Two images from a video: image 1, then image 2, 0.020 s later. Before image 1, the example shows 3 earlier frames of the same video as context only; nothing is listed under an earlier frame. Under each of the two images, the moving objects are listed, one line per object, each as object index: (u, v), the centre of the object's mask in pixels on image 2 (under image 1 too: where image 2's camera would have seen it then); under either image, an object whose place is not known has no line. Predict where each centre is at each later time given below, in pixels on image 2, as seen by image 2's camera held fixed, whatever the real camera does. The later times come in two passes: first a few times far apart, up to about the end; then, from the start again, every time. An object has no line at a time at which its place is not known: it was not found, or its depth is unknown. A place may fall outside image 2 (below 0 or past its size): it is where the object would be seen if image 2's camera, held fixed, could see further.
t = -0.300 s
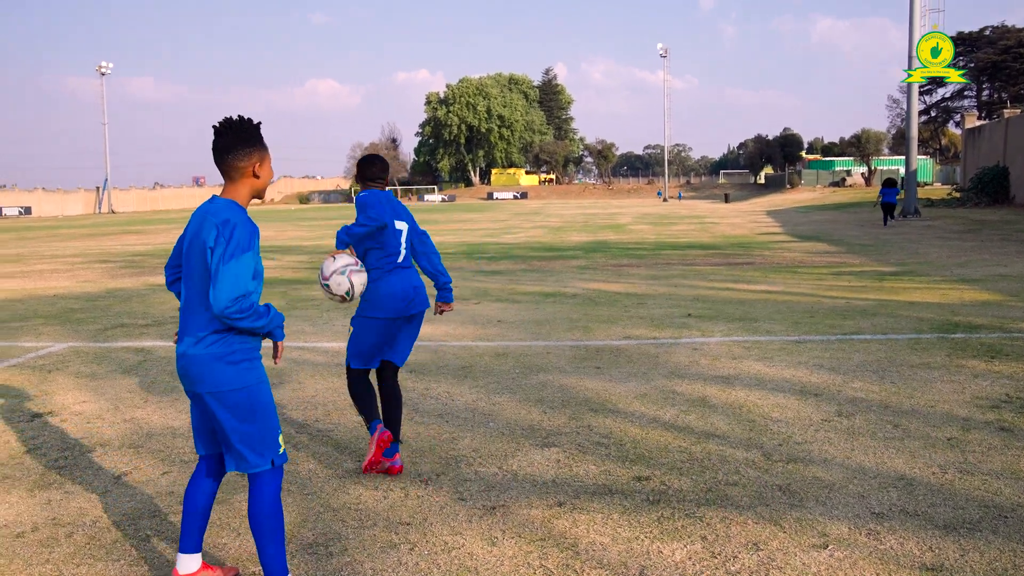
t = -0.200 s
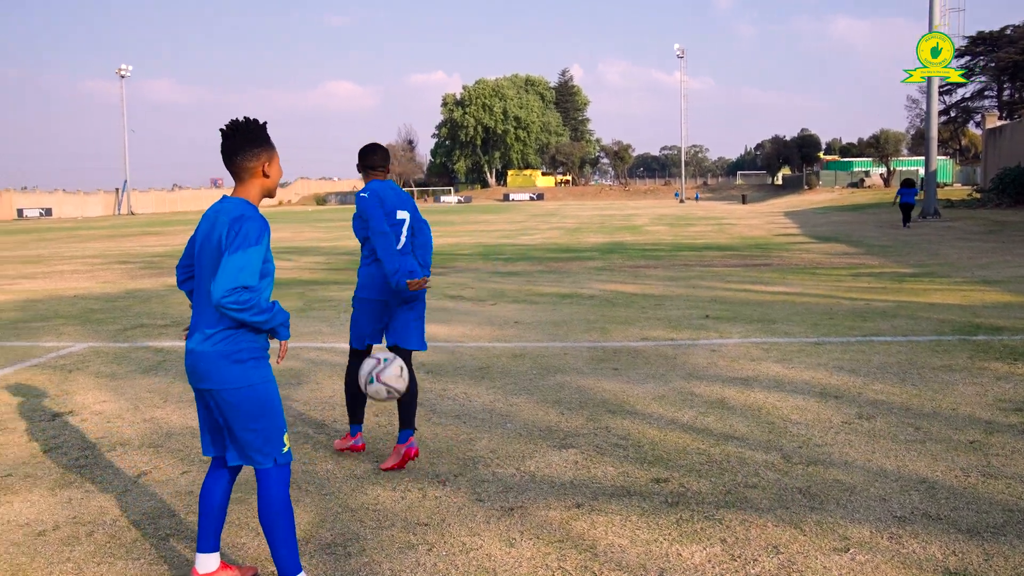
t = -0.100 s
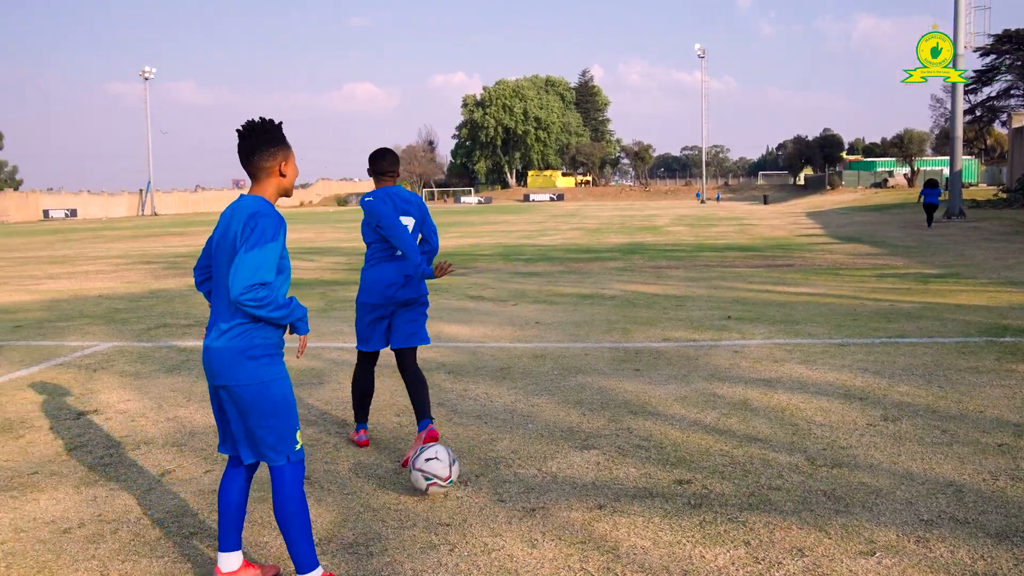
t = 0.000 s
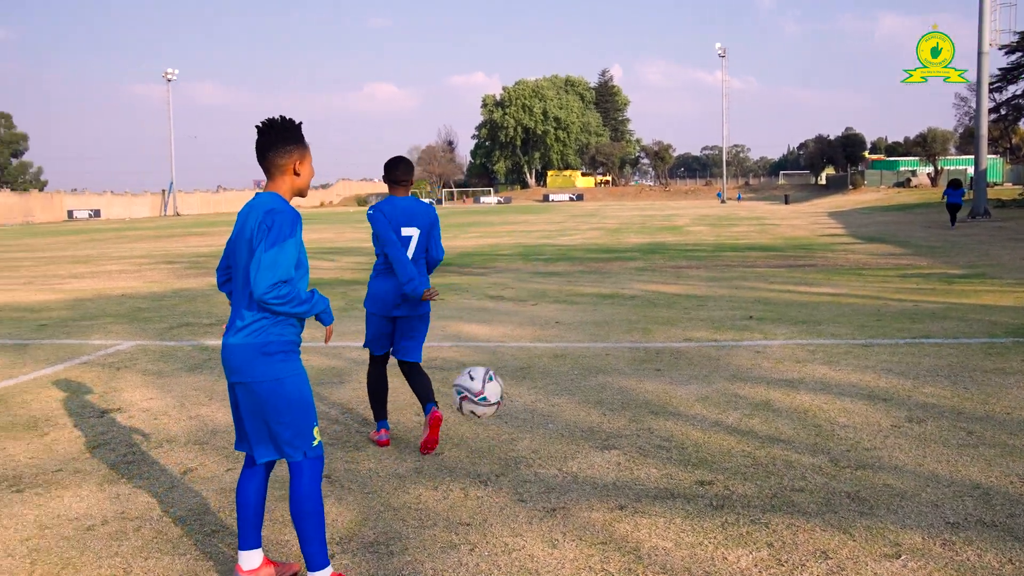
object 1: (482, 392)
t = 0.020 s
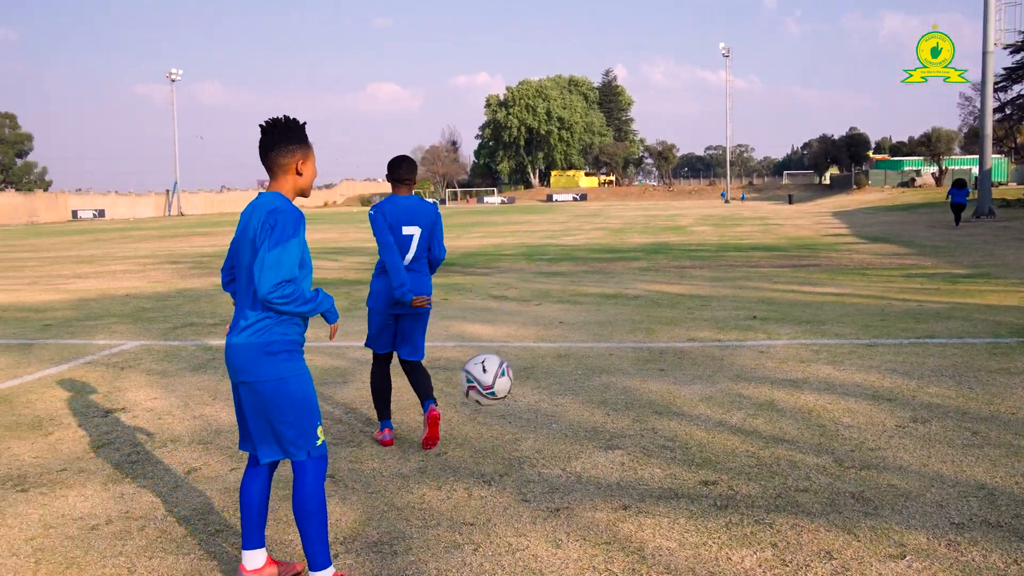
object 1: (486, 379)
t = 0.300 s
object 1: (569, 283)
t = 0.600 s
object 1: (675, 408)
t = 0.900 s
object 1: (792, 461)
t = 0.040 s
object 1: (492, 367)
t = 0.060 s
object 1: (497, 355)
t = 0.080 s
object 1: (503, 344)
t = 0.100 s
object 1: (508, 335)
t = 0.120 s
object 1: (514, 326)
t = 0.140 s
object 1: (520, 317)
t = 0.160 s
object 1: (526, 310)
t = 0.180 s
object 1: (532, 303)
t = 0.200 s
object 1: (538, 297)
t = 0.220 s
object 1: (544, 292)
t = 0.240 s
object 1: (551, 288)
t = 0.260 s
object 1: (557, 286)
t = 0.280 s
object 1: (563, 284)
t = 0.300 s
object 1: (569, 283)
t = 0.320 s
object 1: (575, 283)
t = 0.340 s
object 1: (582, 283)
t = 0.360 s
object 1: (589, 286)
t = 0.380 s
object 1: (596, 289)
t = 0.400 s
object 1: (603, 293)
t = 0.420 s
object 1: (610, 298)
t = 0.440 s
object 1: (617, 305)
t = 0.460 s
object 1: (624, 314)
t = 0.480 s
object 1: (631, 324)
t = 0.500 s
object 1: (639, 334)
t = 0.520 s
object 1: (646, 345)
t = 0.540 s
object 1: (653, 360)
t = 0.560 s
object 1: (661, 374)
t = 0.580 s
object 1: (668, 391)
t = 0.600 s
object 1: (675, 408)
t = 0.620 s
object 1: (683, 427)
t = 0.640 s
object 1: (690, 447)
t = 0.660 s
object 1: (697, 469)
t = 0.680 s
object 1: (705, 491)
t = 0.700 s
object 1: (713, 515)
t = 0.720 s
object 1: (720, 542)
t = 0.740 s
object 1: (728, 555)
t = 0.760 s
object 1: (736, 546)
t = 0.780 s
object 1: (744, 533)
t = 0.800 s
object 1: (752, 518)
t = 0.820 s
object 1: (760, 505)
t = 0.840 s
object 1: (768, 492)
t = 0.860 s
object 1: (776, 481)
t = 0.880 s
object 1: (784, 471)
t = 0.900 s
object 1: (792, 461)
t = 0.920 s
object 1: (800, 453)
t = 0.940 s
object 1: (809, 446)
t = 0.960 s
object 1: (817, 439)
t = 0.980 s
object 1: (827, 435)
